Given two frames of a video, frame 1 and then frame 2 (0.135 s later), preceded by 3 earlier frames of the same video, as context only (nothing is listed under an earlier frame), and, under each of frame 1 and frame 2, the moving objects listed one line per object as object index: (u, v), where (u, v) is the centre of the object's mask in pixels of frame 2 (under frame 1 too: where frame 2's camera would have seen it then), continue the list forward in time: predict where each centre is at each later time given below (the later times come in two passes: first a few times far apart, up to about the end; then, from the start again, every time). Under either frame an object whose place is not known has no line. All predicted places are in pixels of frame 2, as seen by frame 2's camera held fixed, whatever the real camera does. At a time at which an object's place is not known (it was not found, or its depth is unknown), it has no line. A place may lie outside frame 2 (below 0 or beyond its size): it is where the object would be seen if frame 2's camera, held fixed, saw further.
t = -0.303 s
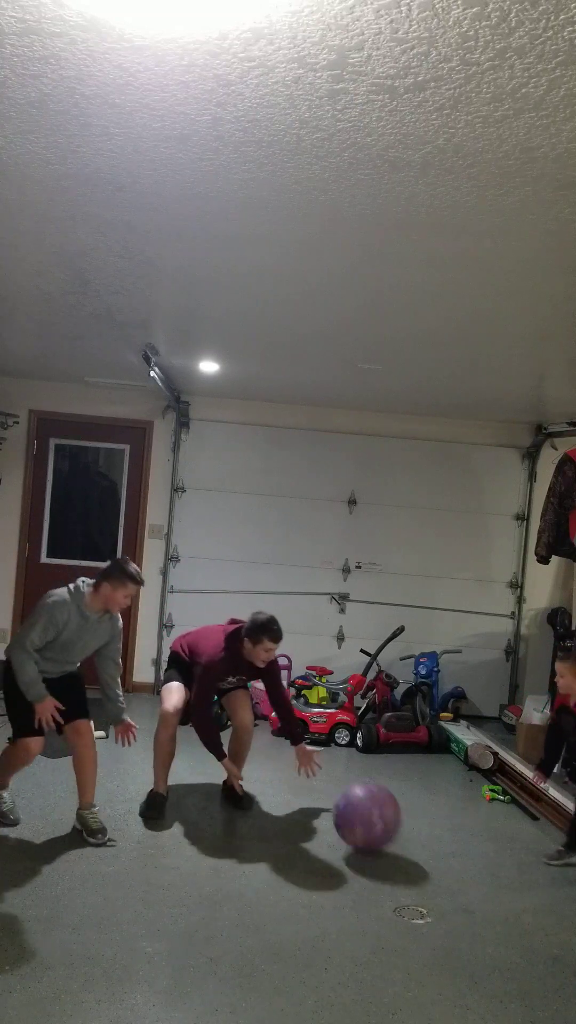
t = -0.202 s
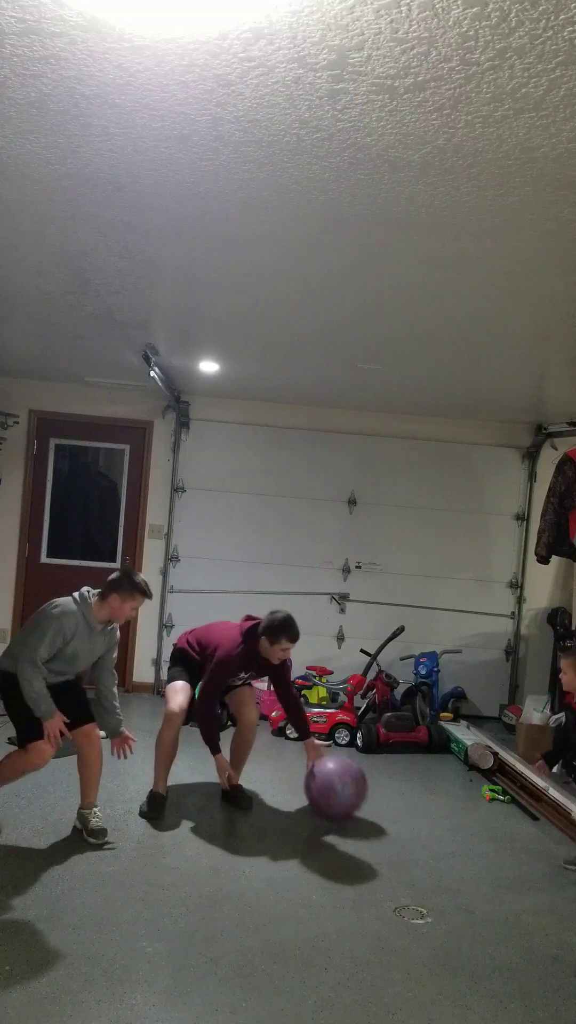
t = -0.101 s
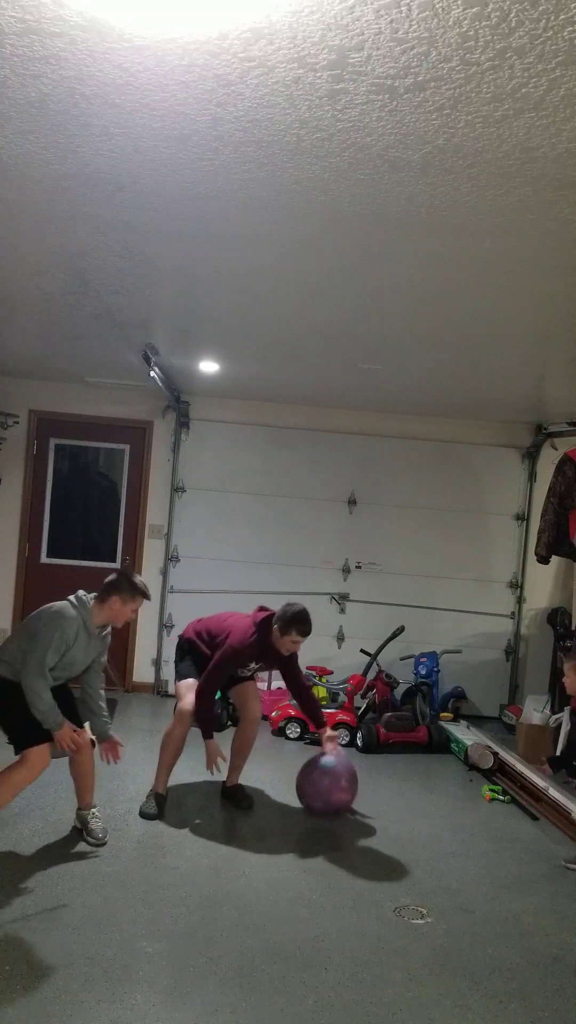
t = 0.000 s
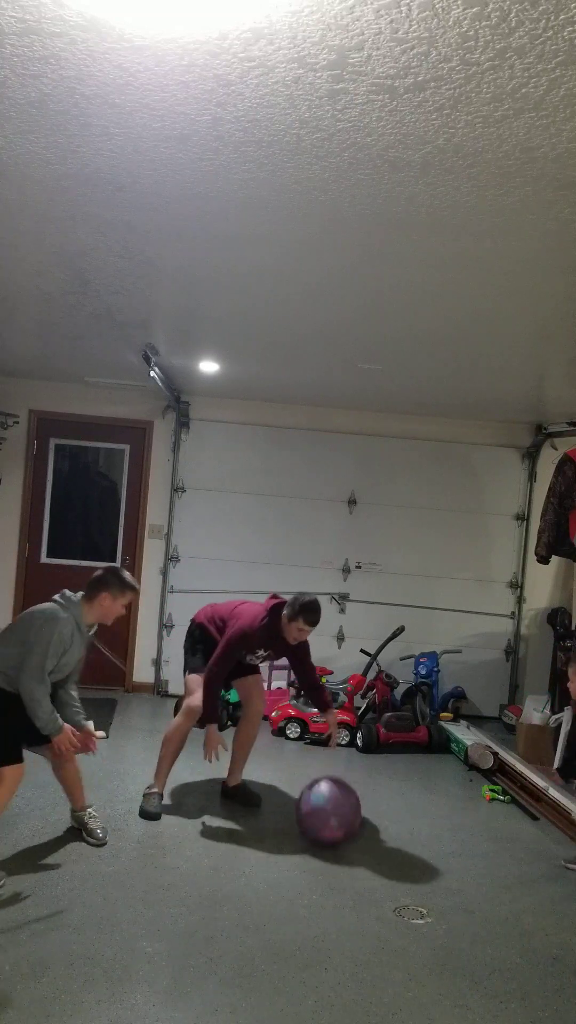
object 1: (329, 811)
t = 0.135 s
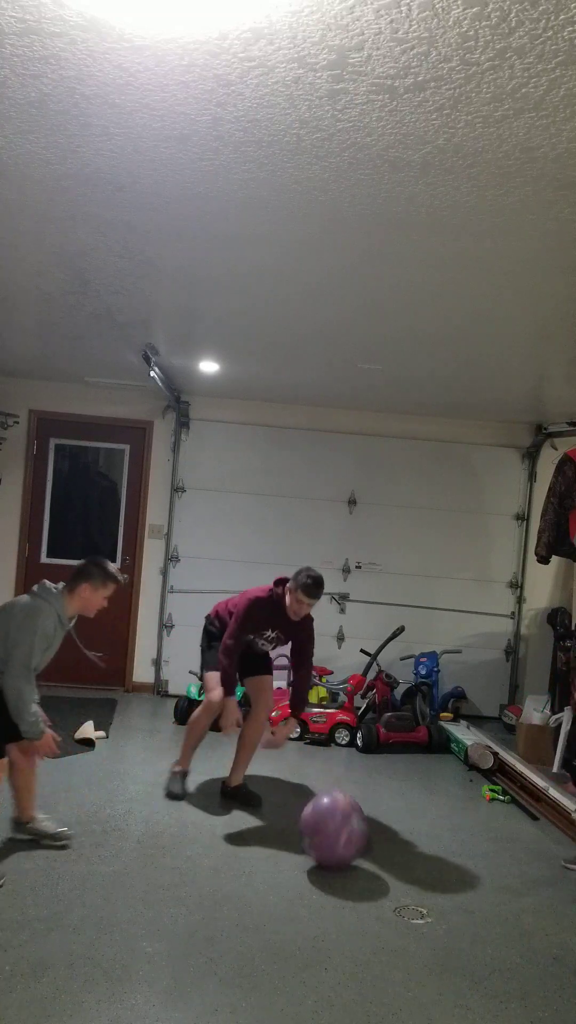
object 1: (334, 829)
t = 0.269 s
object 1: (336, 860)
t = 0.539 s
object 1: (354, 915)
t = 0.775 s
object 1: (379, 969)
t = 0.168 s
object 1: (334, 836)
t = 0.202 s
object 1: (335, 845)
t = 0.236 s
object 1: (335, 856)
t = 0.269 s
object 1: (336, 860)
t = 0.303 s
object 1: (338, 864)
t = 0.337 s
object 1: (339, 871)
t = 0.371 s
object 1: (340, 880)
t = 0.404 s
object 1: (342, 888)
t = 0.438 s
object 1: (345, 891)
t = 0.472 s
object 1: (348, 896)
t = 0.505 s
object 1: (351, 904)
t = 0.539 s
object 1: (354, 915)
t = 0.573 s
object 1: (356, 925)
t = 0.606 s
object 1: (359, 929)
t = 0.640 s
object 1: (363, 936)
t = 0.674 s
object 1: (368, 945)
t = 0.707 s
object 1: (372, 956)
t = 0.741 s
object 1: (376, 963)
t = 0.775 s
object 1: (379, 969)
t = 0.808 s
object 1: (383, 975)
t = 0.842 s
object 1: (388, 982)
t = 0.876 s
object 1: (393, 988)
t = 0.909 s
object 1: (398, 990)
